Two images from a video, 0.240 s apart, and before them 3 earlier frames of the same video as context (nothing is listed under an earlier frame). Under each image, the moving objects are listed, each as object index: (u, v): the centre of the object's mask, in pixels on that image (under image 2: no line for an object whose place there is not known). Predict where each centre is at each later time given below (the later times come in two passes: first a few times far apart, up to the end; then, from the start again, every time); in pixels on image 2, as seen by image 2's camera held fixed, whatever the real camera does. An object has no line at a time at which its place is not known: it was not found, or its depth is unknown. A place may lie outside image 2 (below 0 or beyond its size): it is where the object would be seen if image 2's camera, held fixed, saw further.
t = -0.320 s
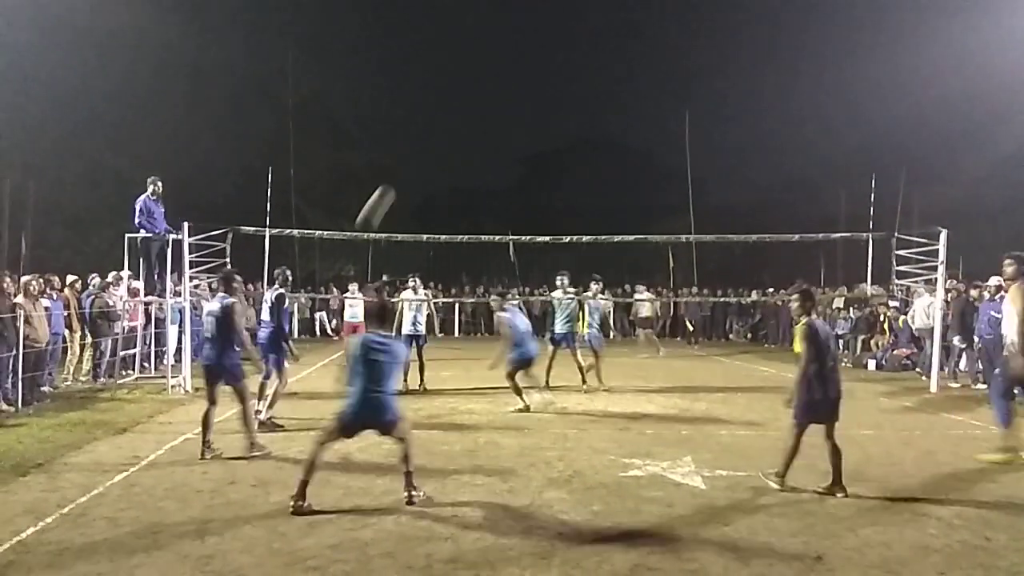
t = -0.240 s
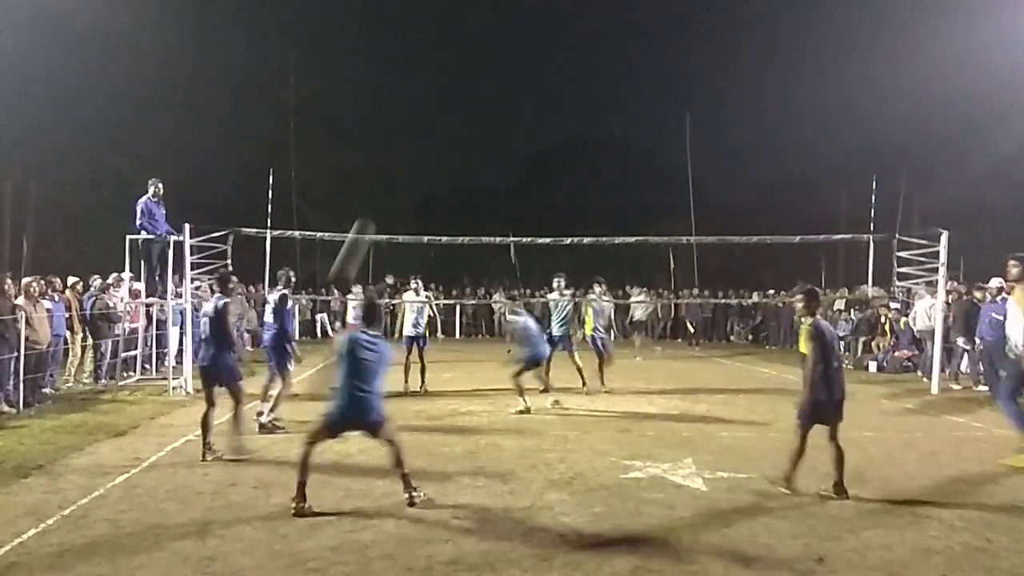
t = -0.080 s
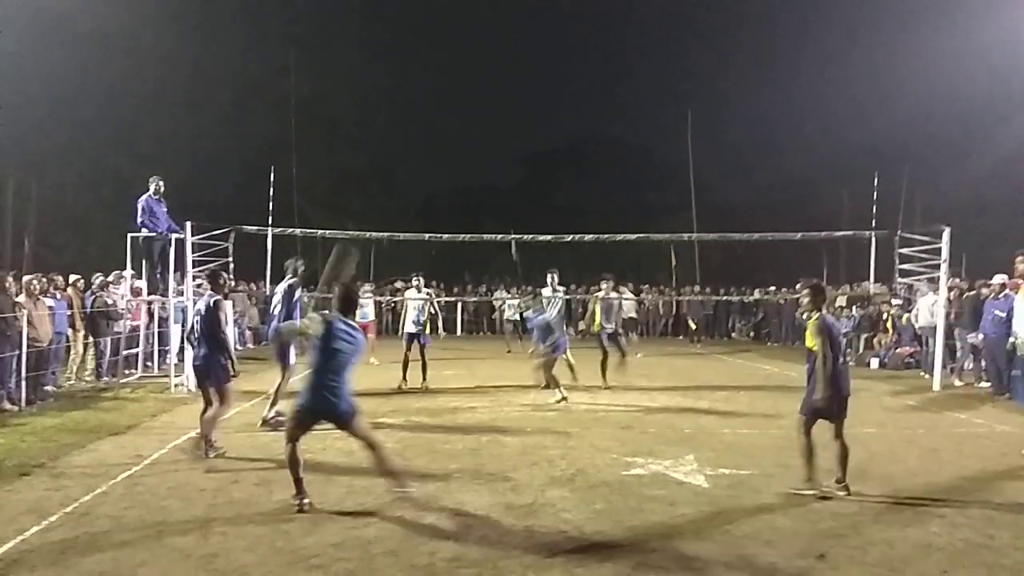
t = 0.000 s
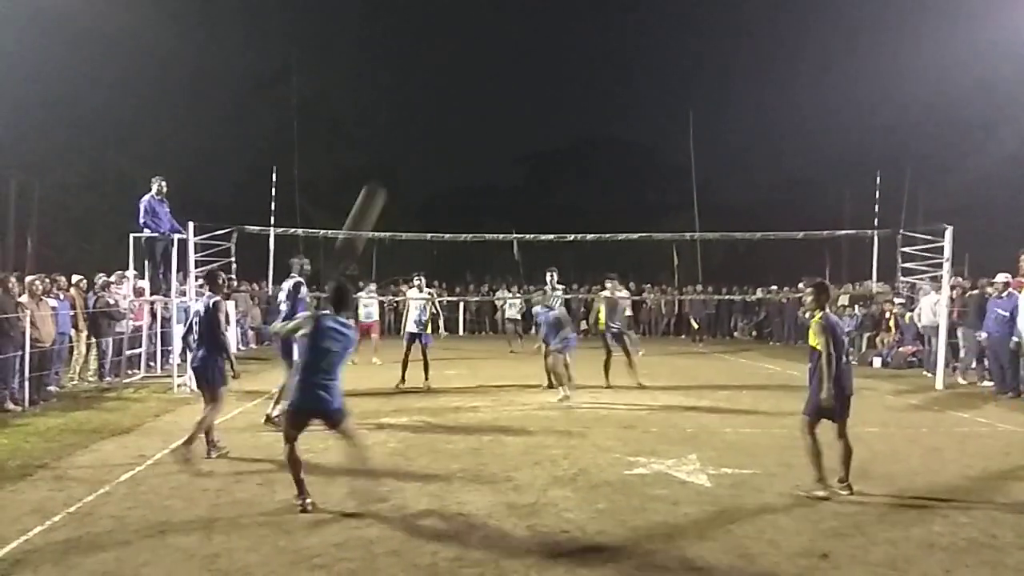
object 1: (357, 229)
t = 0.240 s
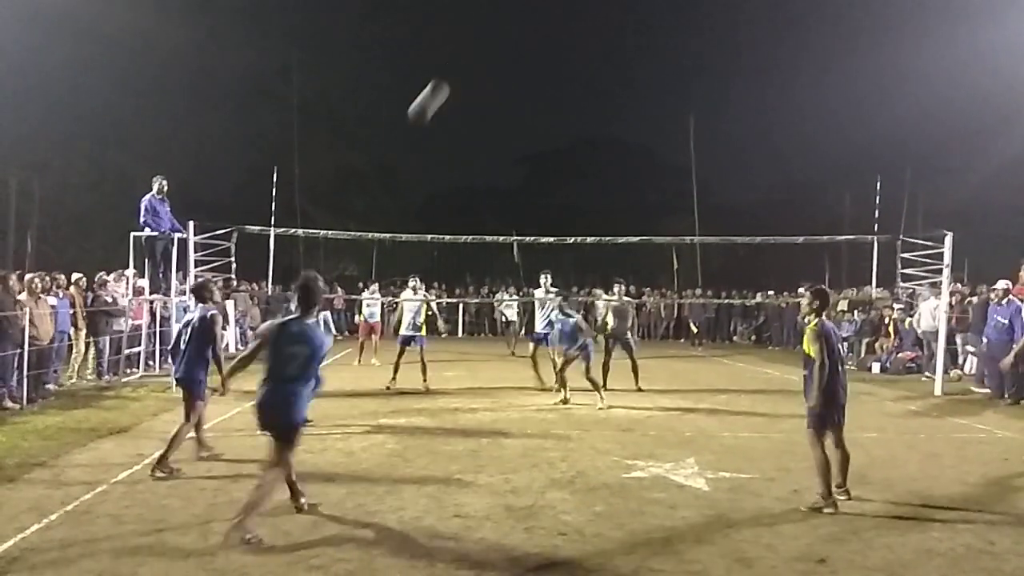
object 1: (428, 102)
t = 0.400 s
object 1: (465, 69)
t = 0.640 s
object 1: (511, 70)
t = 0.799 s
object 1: (536, 98)
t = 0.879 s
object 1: (547, 117)
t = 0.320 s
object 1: (447, 82)
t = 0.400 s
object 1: (465, 69)
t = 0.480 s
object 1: (482, 63)
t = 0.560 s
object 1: (497, 64)
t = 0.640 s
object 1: (511, 70)
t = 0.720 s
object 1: (524, 82)
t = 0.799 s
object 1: (536, 98)
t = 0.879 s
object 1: (547, 117)
